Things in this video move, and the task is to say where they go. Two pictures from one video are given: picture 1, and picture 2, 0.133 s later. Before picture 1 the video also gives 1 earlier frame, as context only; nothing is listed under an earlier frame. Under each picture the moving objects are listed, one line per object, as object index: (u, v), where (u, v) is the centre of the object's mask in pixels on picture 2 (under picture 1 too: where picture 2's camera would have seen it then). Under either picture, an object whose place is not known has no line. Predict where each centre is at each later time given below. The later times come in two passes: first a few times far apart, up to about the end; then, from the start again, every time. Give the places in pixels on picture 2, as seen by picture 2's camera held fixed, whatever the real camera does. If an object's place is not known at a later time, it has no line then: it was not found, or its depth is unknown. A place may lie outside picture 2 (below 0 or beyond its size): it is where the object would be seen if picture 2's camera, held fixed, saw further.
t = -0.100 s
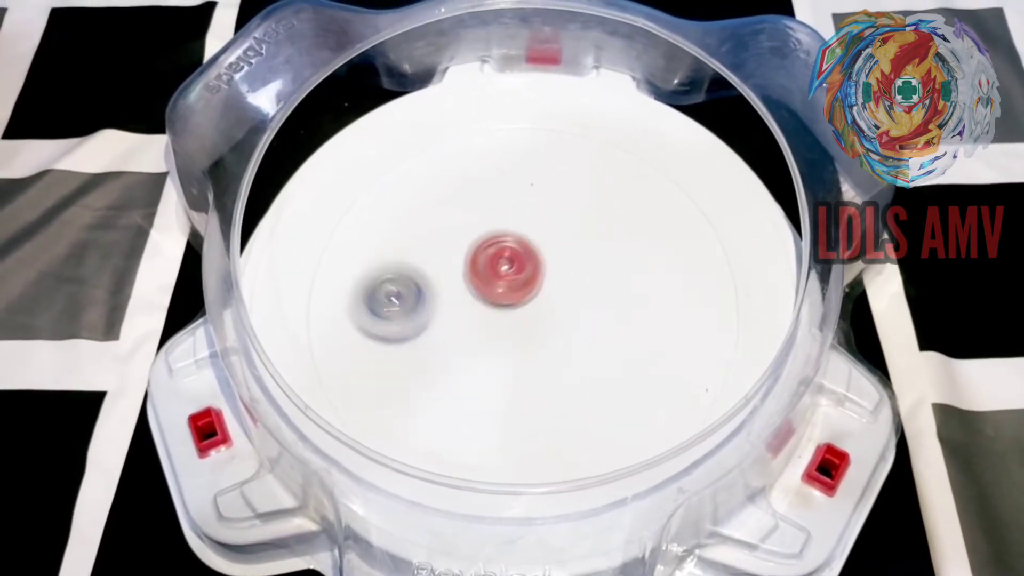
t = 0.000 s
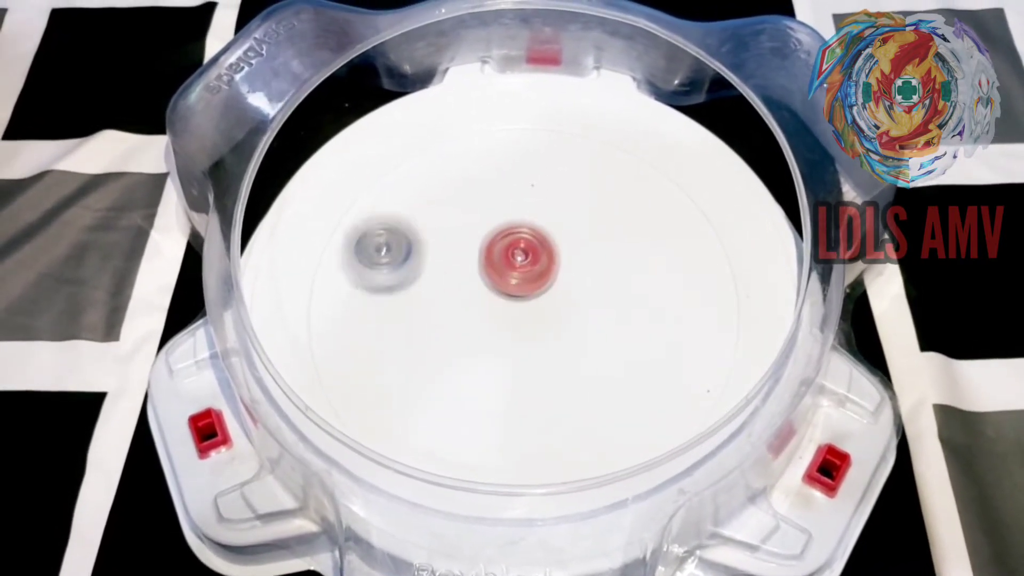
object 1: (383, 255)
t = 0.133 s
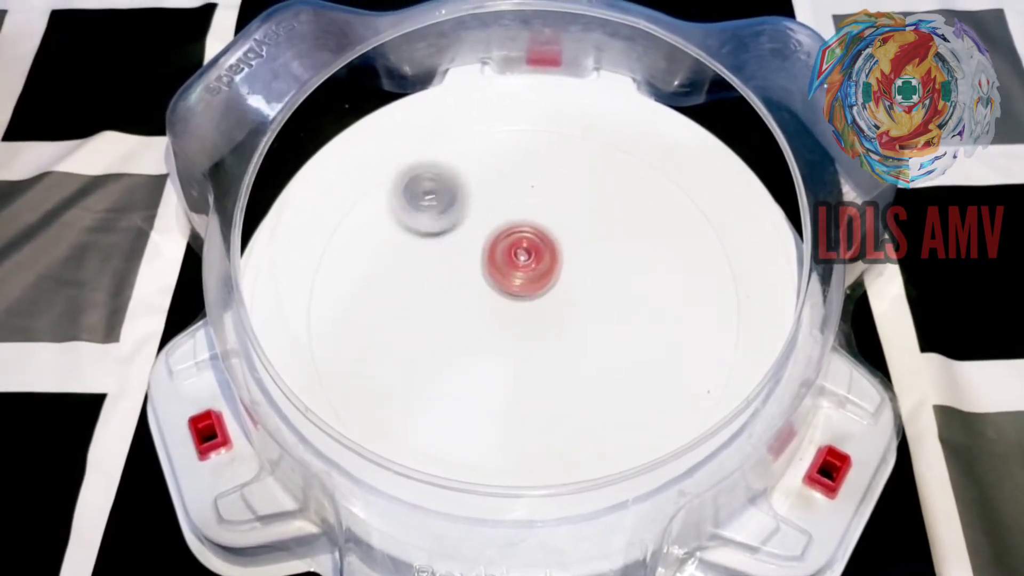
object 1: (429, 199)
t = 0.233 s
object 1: (496, 188)
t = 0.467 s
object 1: (625, 230)
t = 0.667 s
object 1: (648, 323)
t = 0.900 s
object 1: (653, 354)
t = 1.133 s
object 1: (533, 285)
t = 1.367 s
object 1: (524, 186)
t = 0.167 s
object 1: (451, 191)
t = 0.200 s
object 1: (473, 189)
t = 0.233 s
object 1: (496, 188)
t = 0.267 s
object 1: (516, 179)
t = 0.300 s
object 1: (538, 176)
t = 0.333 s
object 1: (559, 178)
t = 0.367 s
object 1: (579, 186)
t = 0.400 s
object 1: (597, 196)
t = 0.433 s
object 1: (613, 212)
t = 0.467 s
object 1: (625, 230)
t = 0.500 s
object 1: (632, 251)
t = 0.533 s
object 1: (639, 268)
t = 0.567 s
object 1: (649, 277)
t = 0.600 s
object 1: (654, 289)
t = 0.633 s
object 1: (653, 306)
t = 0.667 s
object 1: (648, 323)
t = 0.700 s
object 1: (658, 327)
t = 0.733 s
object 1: (669, 331)
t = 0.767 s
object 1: (674, 336)
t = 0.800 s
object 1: (676, 341)
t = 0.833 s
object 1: (673, 346)
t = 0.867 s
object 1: (666, 351)
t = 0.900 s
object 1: (653, 354)
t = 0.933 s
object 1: (635, 354)
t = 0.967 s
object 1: (615, 351)
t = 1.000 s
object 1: (595, 342)
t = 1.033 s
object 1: (576, 332)
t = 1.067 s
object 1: (560, 318)
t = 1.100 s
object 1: (545, 303)
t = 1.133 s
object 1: (533, 285)
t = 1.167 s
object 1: (525, 271)
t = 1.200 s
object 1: (519, 253)
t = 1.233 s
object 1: (515, 237)
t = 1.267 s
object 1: (514, 223)
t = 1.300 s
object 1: (516, 209)
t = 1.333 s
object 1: (519, 197)
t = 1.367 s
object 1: (524, 186)
